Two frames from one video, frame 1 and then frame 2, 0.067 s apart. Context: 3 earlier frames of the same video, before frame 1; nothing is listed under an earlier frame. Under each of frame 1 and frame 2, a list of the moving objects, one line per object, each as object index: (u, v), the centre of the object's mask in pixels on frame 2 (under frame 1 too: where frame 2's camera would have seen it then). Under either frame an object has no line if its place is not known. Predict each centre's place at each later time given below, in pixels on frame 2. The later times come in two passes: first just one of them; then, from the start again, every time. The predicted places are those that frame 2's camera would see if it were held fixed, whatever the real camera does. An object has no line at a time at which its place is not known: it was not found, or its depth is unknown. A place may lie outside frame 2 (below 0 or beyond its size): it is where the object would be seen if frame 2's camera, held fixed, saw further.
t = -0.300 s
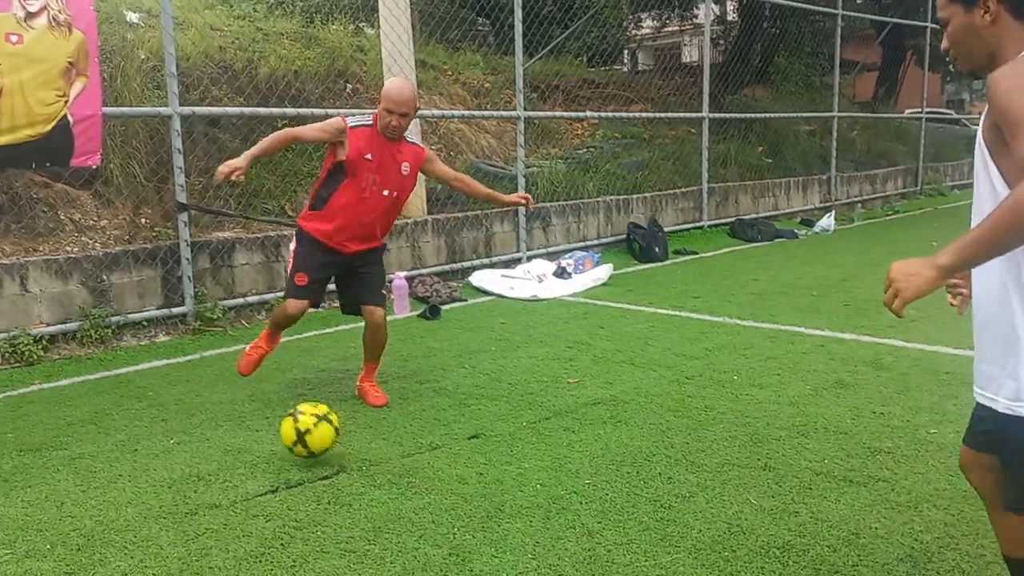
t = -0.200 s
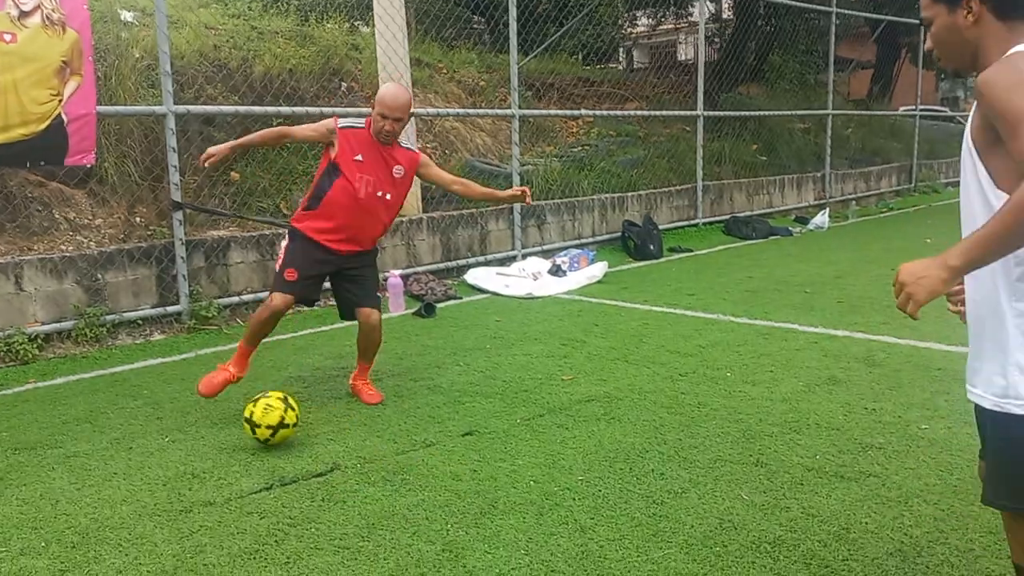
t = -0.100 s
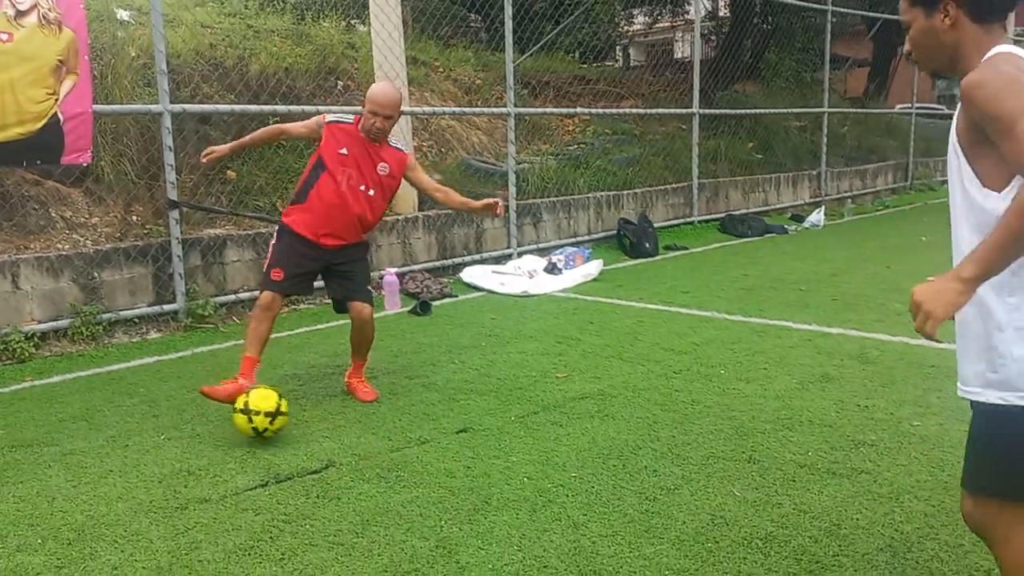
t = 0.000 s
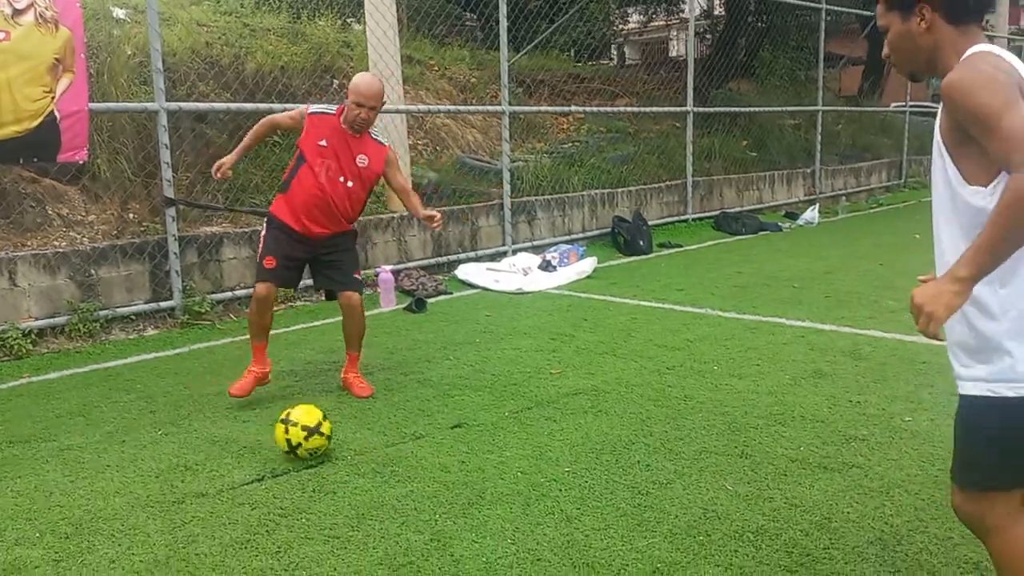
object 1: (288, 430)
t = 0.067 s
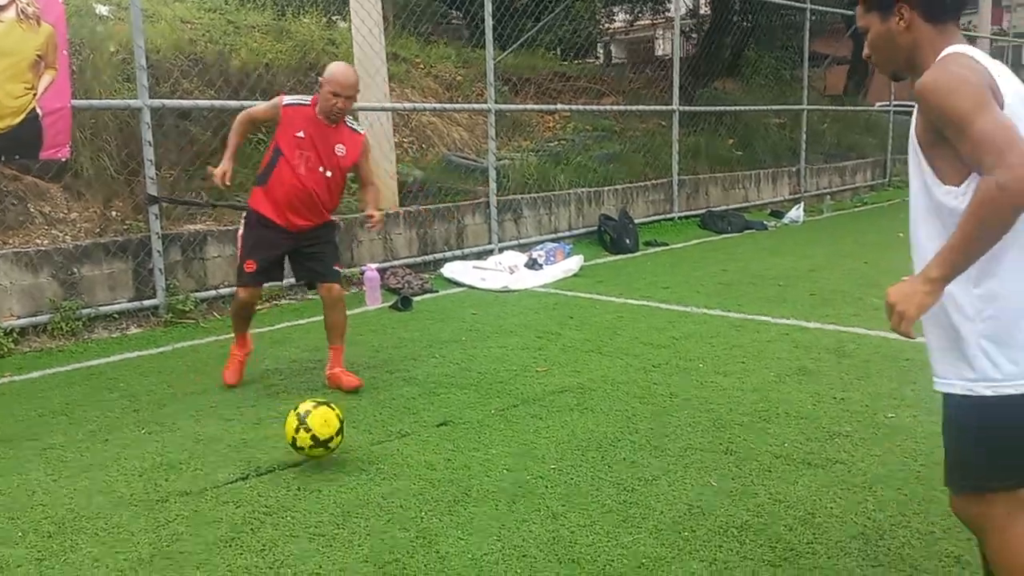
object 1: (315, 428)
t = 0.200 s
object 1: (376, 459)
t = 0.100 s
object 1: (329, 430)
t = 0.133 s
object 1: (344, 436)
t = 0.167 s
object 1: (360, 446)
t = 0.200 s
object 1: (376, 459)
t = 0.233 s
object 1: (391, 464)
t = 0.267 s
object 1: (405, 464)
